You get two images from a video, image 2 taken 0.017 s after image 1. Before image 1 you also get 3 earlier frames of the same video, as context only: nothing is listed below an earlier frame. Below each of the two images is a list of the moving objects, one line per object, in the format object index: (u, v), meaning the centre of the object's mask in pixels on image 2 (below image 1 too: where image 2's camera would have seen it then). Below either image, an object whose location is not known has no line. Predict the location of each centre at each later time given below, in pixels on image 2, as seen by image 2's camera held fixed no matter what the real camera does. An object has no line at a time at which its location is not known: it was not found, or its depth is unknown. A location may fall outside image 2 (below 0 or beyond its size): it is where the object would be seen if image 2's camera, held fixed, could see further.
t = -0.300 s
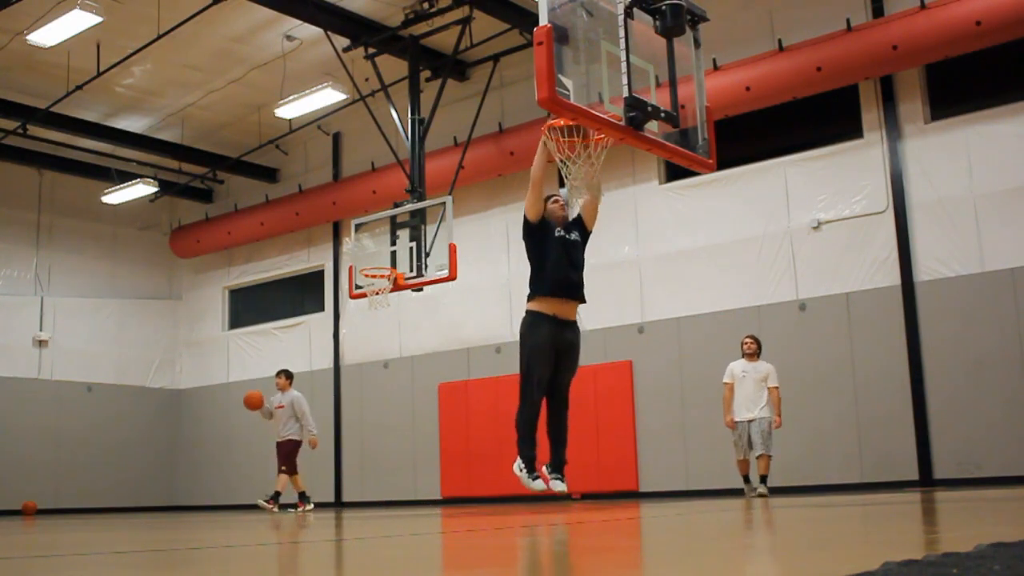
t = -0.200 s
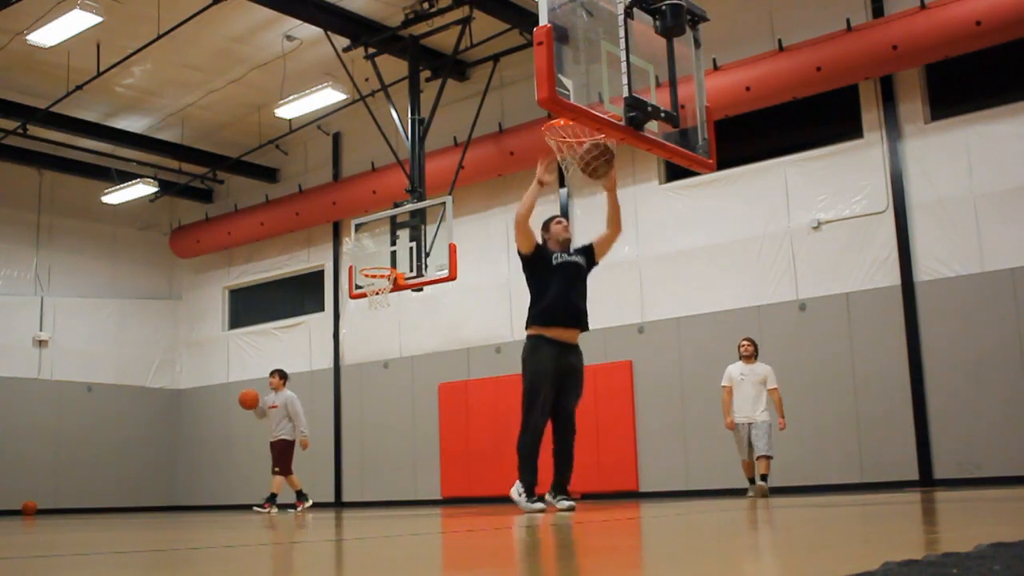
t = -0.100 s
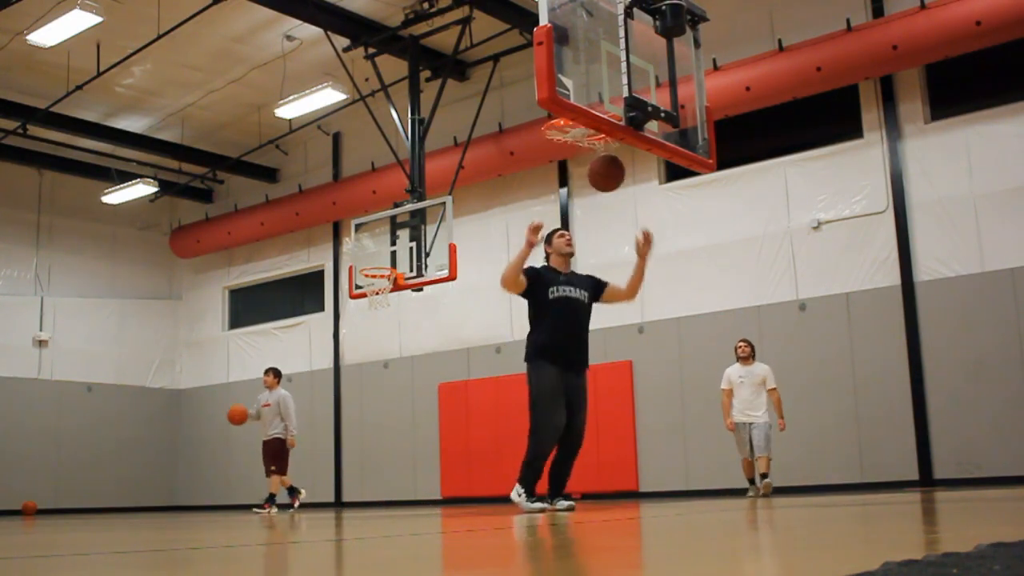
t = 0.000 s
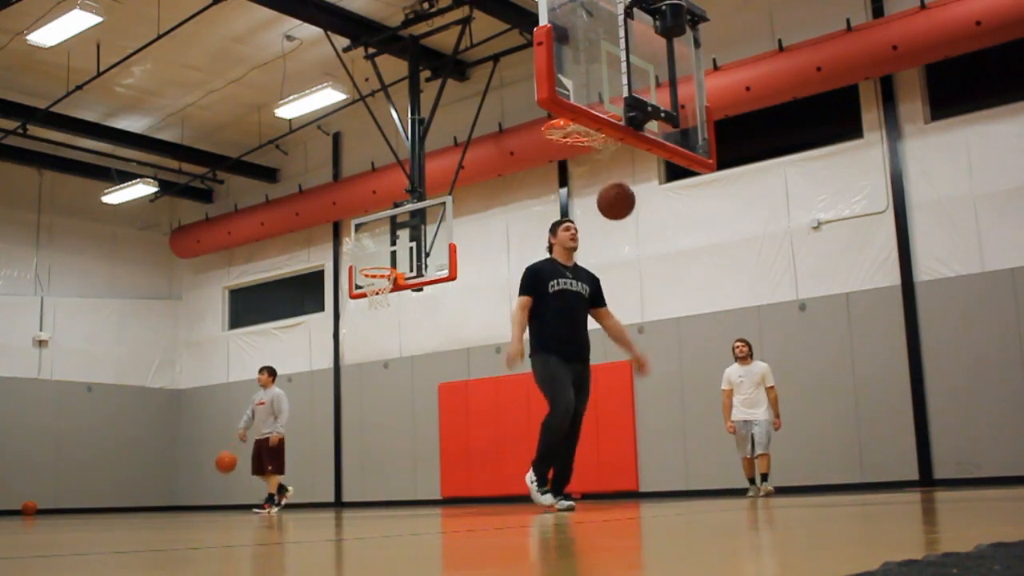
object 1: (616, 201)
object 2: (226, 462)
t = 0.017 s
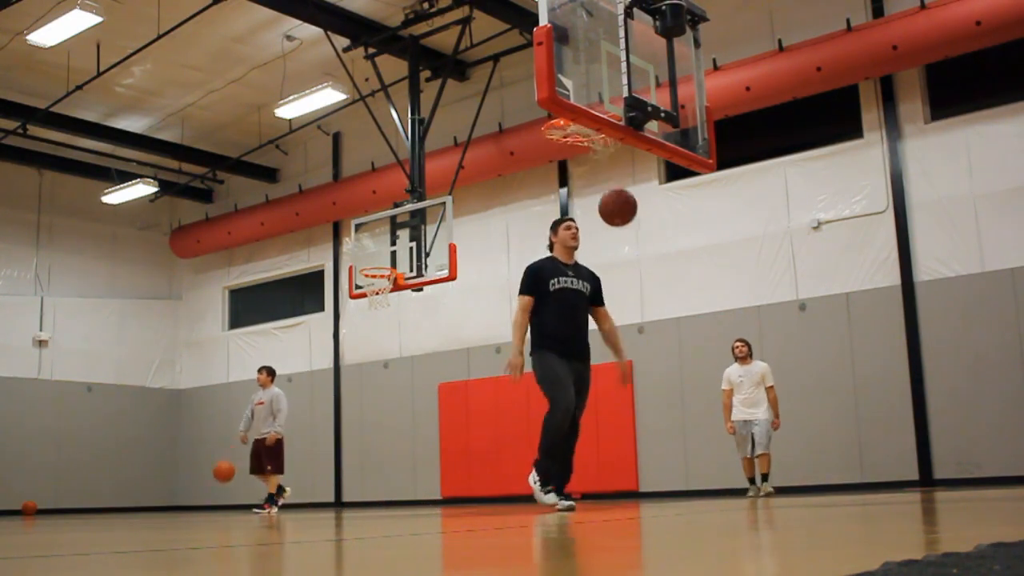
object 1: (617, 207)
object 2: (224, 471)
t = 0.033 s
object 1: (619, 214)
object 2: (222, 481)
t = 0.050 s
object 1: (621, 221)
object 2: (219, 491)
